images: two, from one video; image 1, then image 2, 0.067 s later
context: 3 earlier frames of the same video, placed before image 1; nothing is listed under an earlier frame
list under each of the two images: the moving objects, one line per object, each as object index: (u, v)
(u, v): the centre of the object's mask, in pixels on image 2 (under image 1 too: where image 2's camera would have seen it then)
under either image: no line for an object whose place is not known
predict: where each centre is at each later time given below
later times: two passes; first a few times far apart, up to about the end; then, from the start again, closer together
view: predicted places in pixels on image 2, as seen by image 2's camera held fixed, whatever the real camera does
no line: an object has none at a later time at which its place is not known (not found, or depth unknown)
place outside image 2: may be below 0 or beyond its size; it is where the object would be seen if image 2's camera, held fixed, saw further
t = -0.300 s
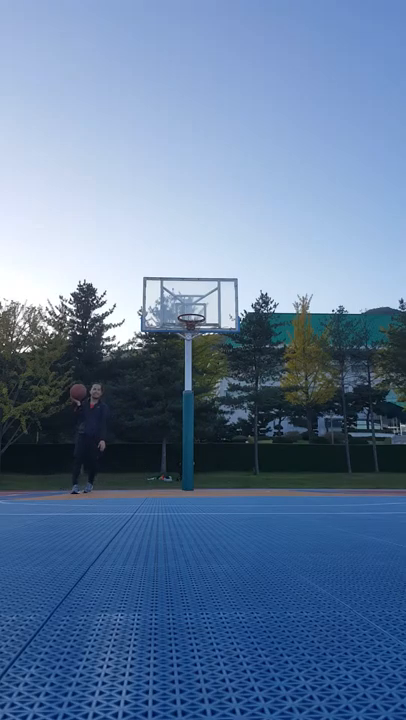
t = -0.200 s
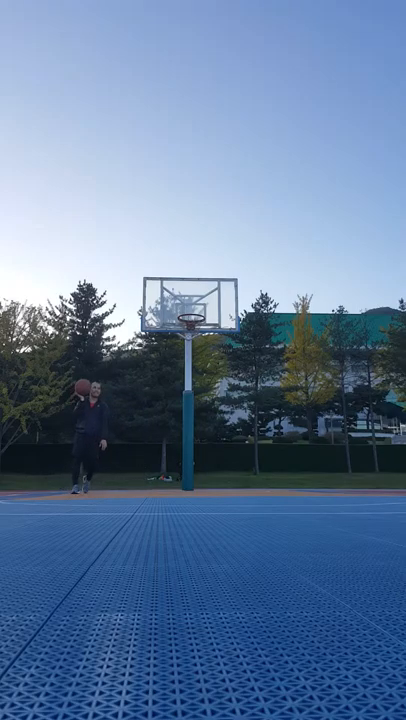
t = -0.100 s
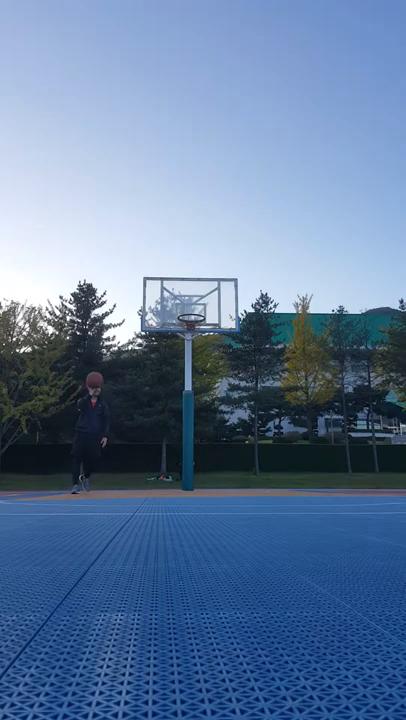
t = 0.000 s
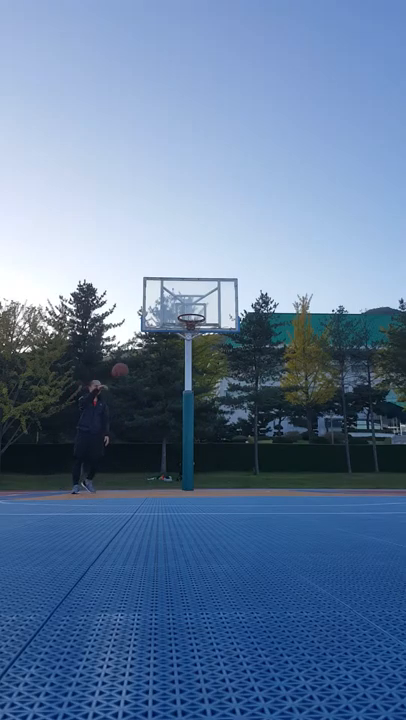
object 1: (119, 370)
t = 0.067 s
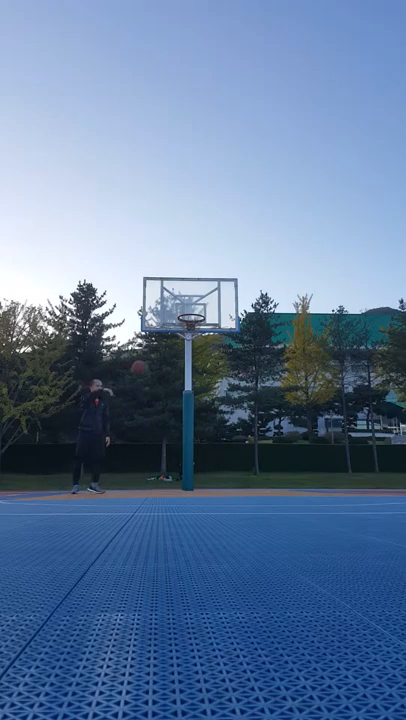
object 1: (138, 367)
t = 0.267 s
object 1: (201, 381)
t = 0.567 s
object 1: (316, 466)
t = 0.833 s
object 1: (377, 400)
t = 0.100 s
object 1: (149, 367)
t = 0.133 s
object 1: (159, 368)
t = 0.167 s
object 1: (169, 371)
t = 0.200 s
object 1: (179, 374)
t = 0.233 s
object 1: (190, 377)
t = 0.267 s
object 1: (201, 381)
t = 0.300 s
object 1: (212, 386)
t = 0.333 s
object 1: (224, 392)
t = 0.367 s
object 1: (236, 399)
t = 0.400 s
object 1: (249, 407)
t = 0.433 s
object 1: (261, 416)
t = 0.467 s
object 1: (274, 427)
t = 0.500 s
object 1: (287, 438)
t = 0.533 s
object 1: (302, 451)
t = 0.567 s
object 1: (316, 466)
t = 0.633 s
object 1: (338, 472)
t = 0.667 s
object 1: (344, 457)
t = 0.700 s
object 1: (350, 444)
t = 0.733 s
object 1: (357, 432)
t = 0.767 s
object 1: (364, 420)
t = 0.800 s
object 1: (371, 409)
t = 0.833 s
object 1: (377, 400)
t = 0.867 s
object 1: (384, 392)
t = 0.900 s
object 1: (391, 384)
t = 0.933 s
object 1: (396, 378)
